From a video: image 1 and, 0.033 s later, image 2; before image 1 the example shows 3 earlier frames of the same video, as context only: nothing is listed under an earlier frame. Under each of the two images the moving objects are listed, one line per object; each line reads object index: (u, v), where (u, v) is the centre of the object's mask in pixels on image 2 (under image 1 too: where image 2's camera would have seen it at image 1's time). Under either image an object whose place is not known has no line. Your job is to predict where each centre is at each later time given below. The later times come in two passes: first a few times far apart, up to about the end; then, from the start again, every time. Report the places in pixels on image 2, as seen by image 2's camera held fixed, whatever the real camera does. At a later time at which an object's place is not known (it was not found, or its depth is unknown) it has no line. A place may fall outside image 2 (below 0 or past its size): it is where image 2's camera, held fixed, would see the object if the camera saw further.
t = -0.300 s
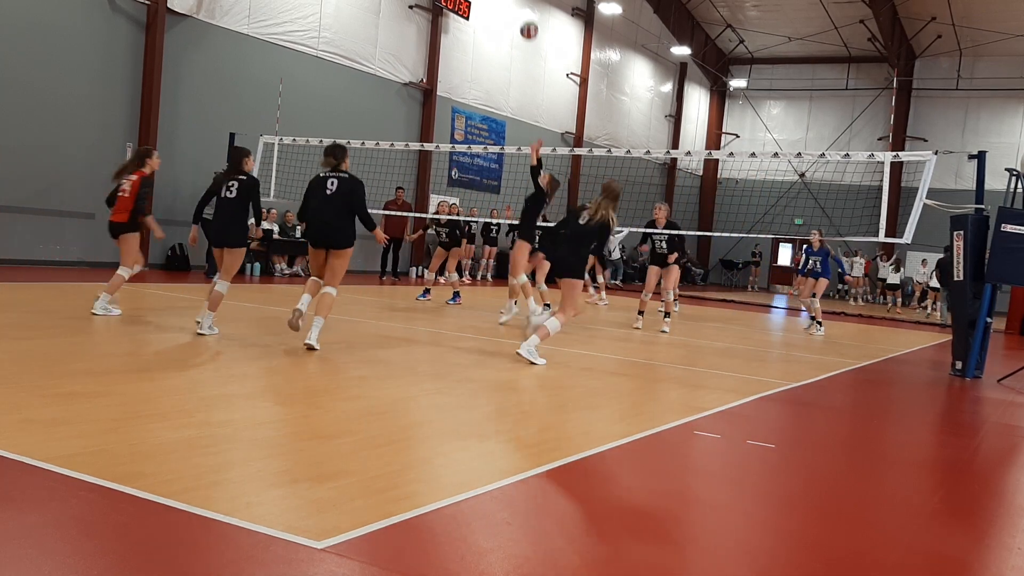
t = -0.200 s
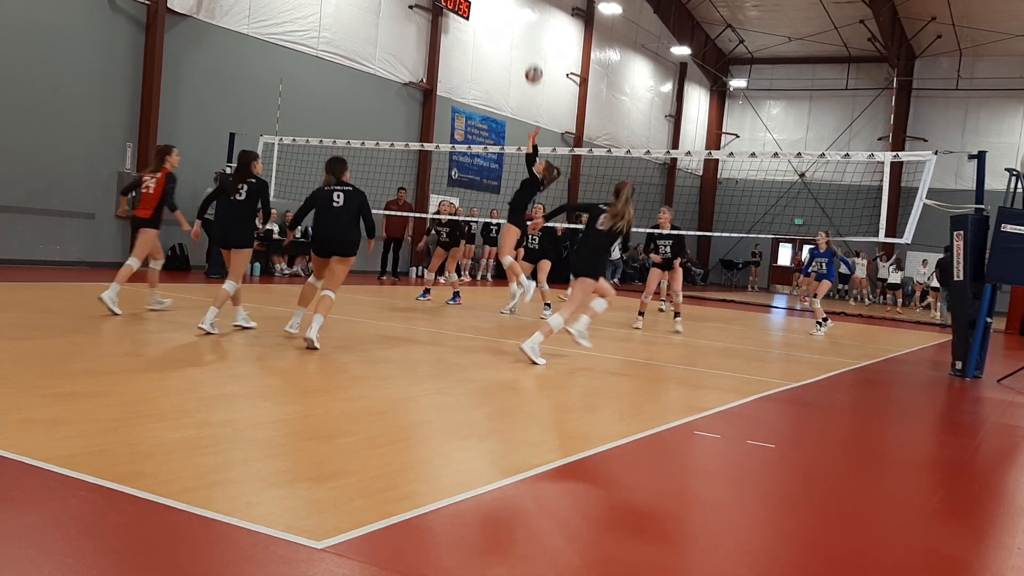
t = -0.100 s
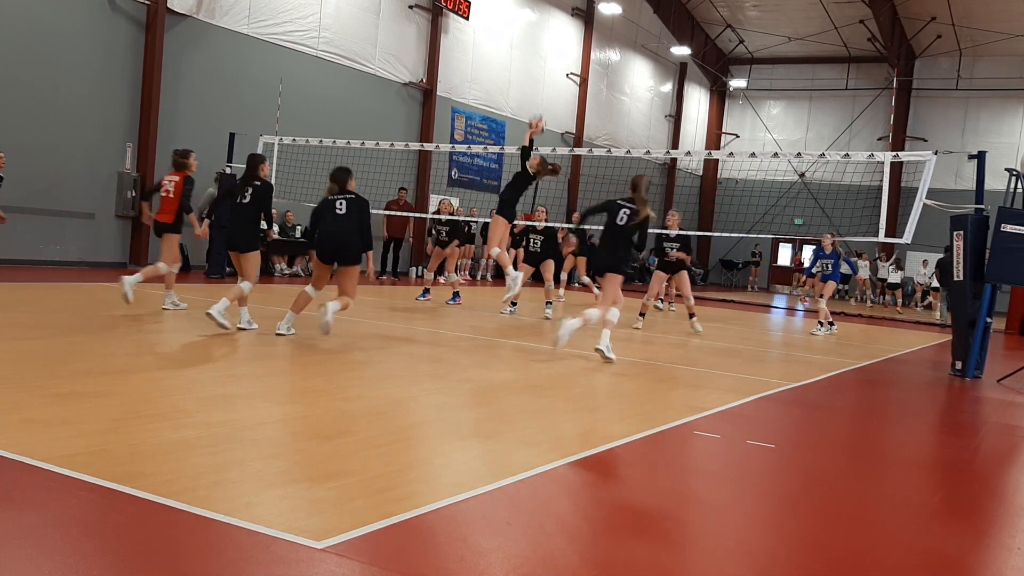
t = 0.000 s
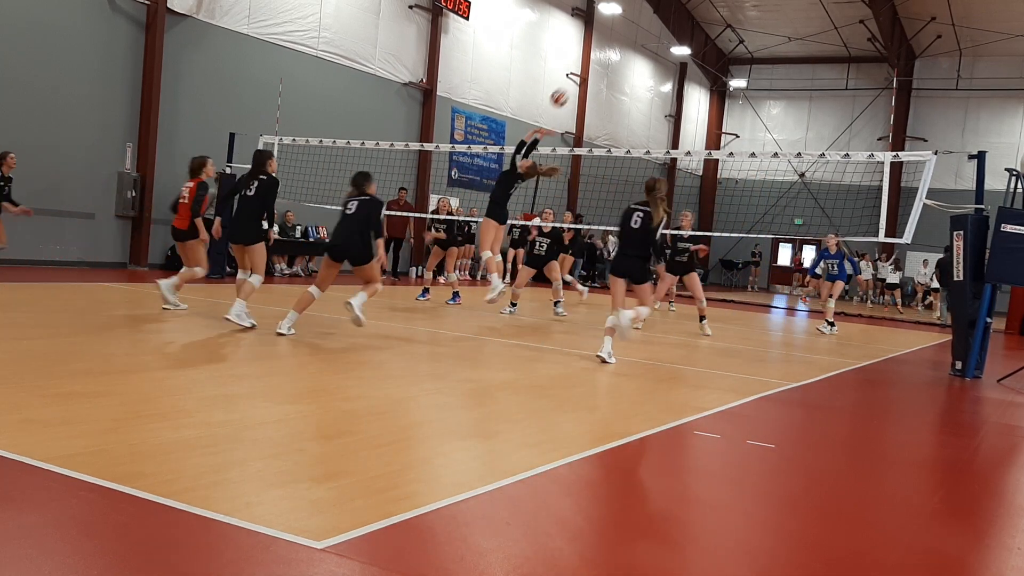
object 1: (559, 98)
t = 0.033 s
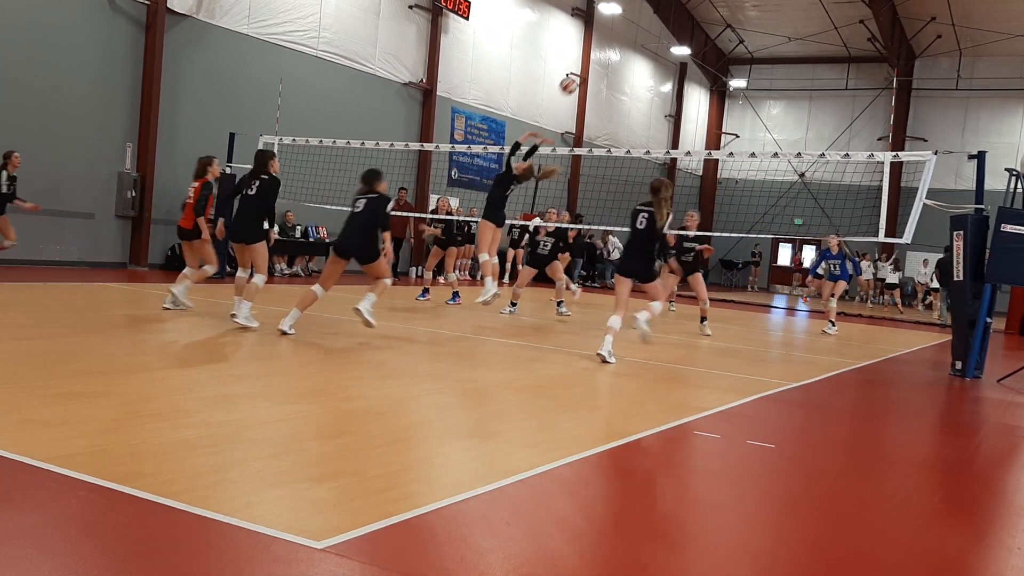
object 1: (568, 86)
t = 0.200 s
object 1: (613, 38)
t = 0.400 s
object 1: (664, 14)
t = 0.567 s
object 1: (703, 22)
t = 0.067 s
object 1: (577, 74)
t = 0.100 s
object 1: (587, 64)
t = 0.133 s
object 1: (596, 55)
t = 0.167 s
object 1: (605, 45)
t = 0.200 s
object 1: (613, 38)
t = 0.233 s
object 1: (622, 32)
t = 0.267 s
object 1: (630, 26)
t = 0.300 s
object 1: (639, 22)
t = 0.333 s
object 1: (647, 18)
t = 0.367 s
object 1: (656, 16)
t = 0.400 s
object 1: (664, 14)
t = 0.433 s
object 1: (672, 14)
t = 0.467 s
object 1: (680, 15)
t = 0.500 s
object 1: (688, 16)
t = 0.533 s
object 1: (696, 18)
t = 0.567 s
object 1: (703, 22)
